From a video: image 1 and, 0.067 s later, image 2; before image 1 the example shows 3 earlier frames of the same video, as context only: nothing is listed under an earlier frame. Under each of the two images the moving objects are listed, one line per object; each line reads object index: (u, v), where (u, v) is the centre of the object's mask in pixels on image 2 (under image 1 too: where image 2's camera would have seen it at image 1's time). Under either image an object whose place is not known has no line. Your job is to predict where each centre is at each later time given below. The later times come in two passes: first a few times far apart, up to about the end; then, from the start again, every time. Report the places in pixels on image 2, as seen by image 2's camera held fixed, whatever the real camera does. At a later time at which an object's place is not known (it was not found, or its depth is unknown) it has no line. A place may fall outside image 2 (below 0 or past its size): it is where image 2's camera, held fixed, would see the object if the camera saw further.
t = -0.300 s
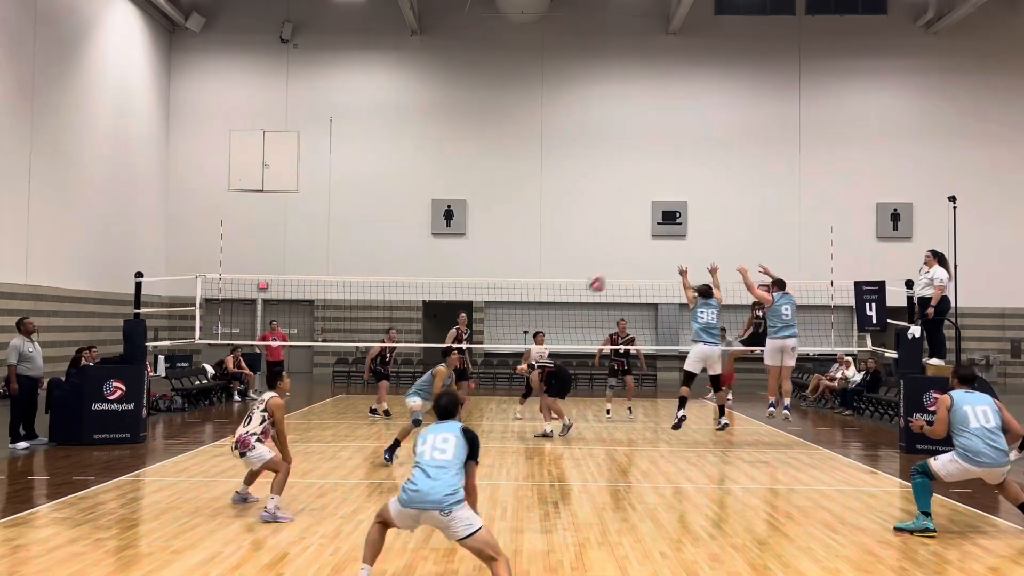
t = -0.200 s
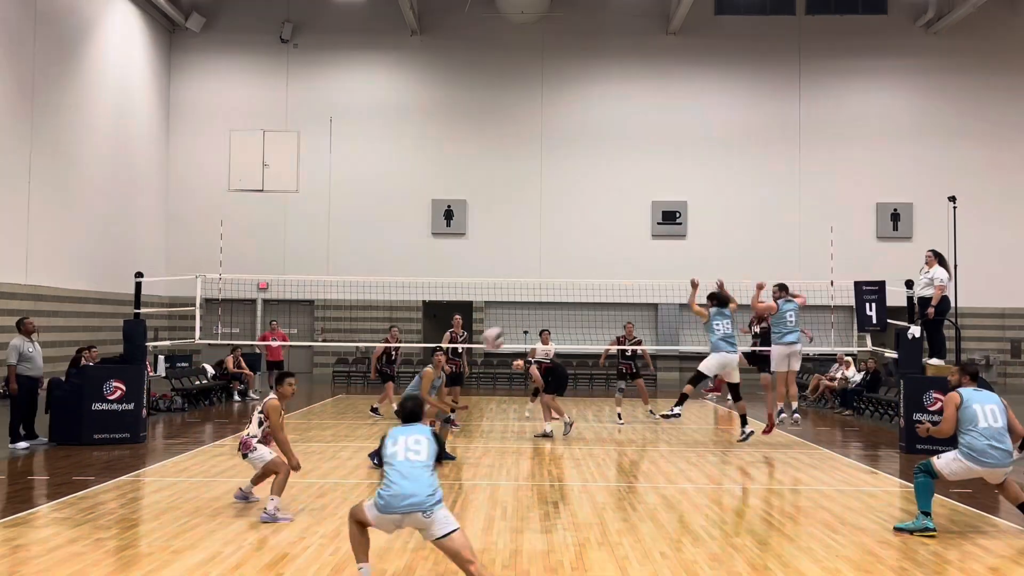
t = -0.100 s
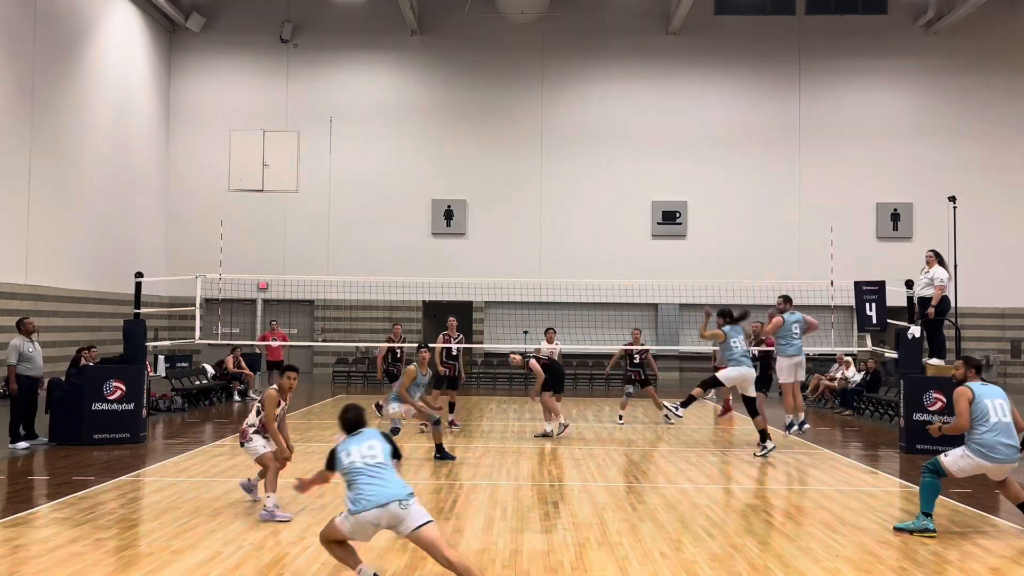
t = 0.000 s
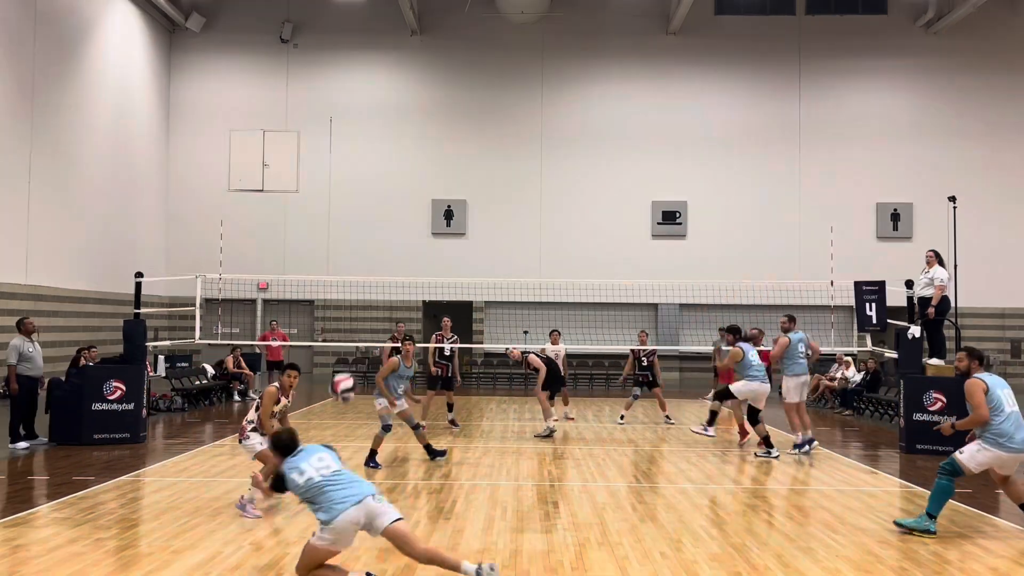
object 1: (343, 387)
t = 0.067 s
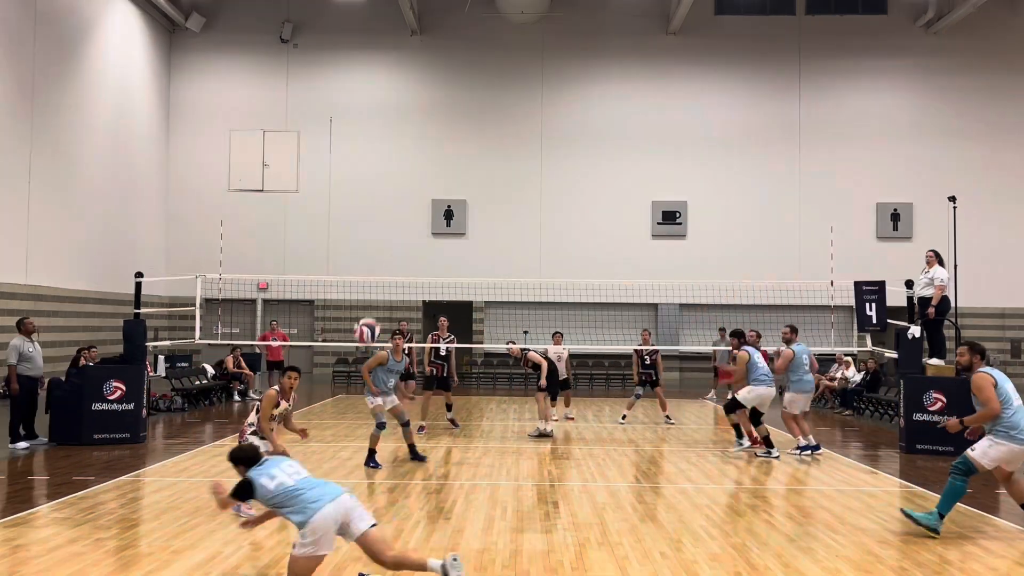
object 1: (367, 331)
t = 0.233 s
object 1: (417, 234)
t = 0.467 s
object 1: (472, 169)
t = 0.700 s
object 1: (518, 164)
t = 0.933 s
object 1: (556, 204)
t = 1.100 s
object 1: (580, 254)
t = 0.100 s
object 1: (378, 307)
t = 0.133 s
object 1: (388, 286)
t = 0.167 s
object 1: (398, 266)
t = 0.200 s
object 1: (407, 249)
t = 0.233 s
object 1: (417, 234)
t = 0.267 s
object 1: (426, 220)
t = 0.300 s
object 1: (434, 208)
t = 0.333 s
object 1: (443, 197)
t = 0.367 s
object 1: (450, 188)
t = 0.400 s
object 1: (458, 180)
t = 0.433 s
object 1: (465, 174)
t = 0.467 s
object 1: (472, 169)
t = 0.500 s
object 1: (480, 165)
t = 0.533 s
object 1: (486, 162)
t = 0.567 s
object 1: (493, 160)
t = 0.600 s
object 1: (500, 160)
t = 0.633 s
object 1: (506, 160)
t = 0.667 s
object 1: (512, 161)
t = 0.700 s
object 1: (518, 164)
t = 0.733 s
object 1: (524, 167)
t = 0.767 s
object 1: (529, 171)
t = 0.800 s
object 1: (535, 176)
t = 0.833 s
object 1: (541, 182)
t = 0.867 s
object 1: (546, 189)
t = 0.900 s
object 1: (551, 196)
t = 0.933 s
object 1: (556, 204)
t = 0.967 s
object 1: (561, 213)
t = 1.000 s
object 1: (566, 222)
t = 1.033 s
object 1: (570, 232)
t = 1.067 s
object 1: (576, 243)
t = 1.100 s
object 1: (580, 254)
